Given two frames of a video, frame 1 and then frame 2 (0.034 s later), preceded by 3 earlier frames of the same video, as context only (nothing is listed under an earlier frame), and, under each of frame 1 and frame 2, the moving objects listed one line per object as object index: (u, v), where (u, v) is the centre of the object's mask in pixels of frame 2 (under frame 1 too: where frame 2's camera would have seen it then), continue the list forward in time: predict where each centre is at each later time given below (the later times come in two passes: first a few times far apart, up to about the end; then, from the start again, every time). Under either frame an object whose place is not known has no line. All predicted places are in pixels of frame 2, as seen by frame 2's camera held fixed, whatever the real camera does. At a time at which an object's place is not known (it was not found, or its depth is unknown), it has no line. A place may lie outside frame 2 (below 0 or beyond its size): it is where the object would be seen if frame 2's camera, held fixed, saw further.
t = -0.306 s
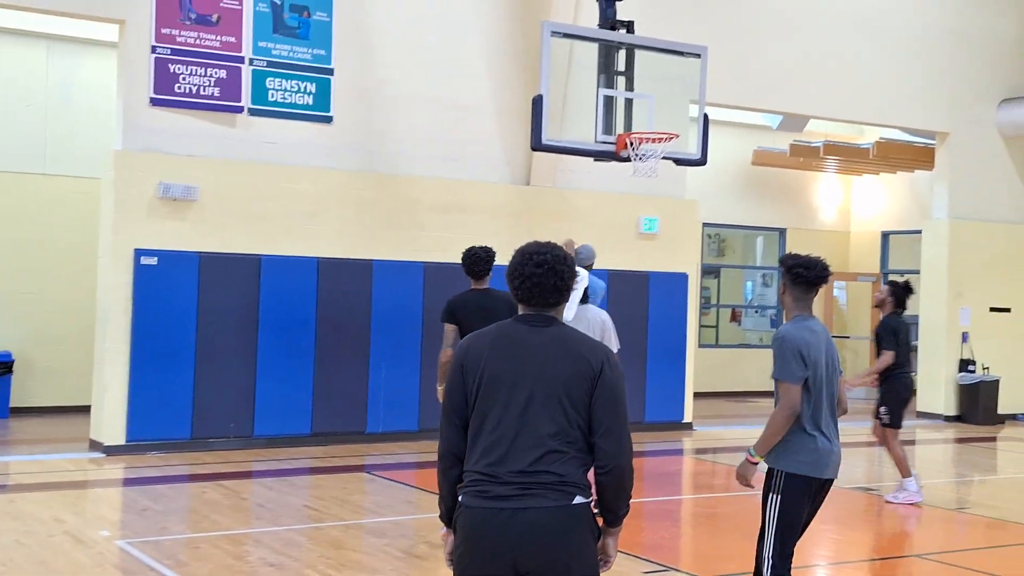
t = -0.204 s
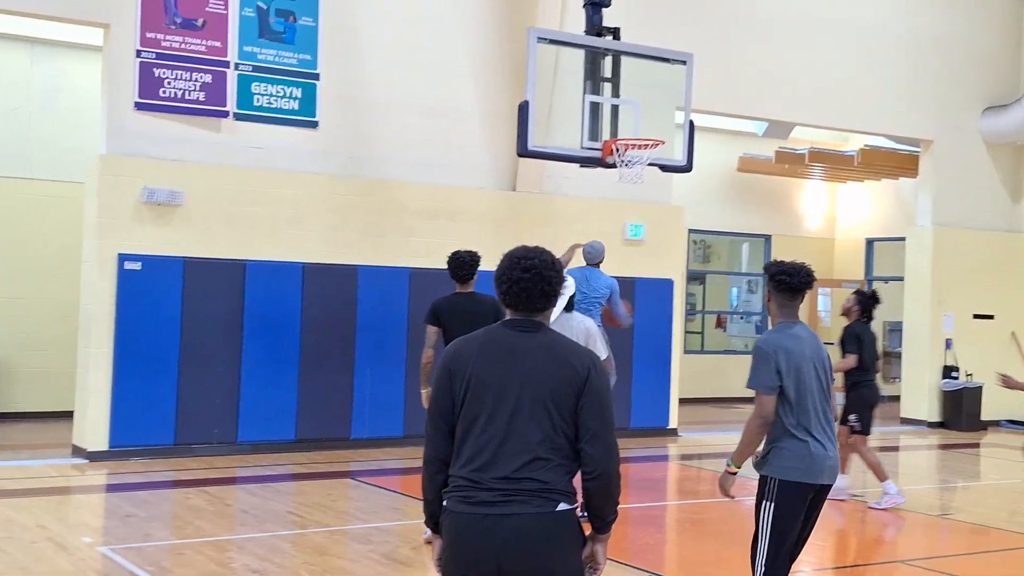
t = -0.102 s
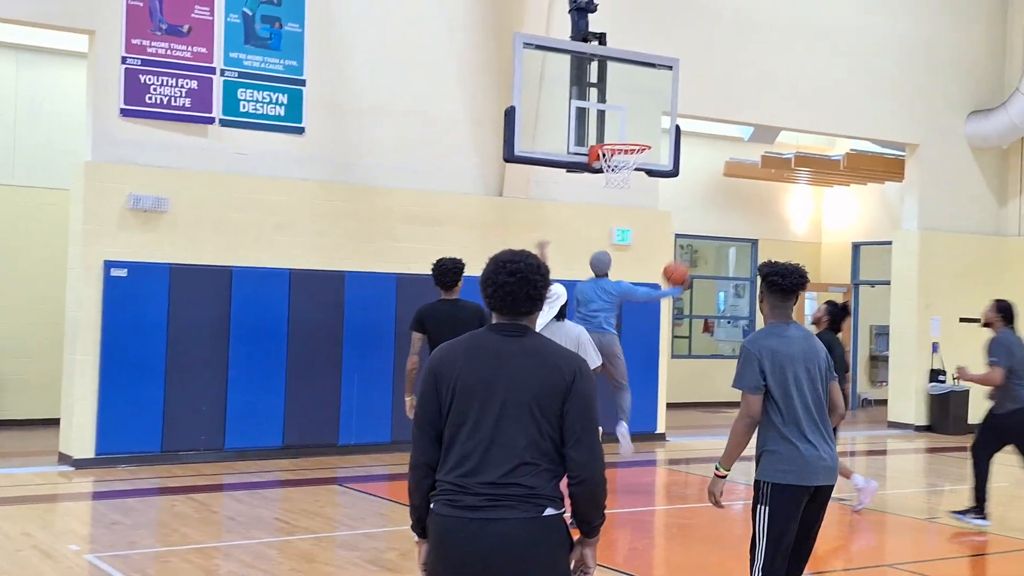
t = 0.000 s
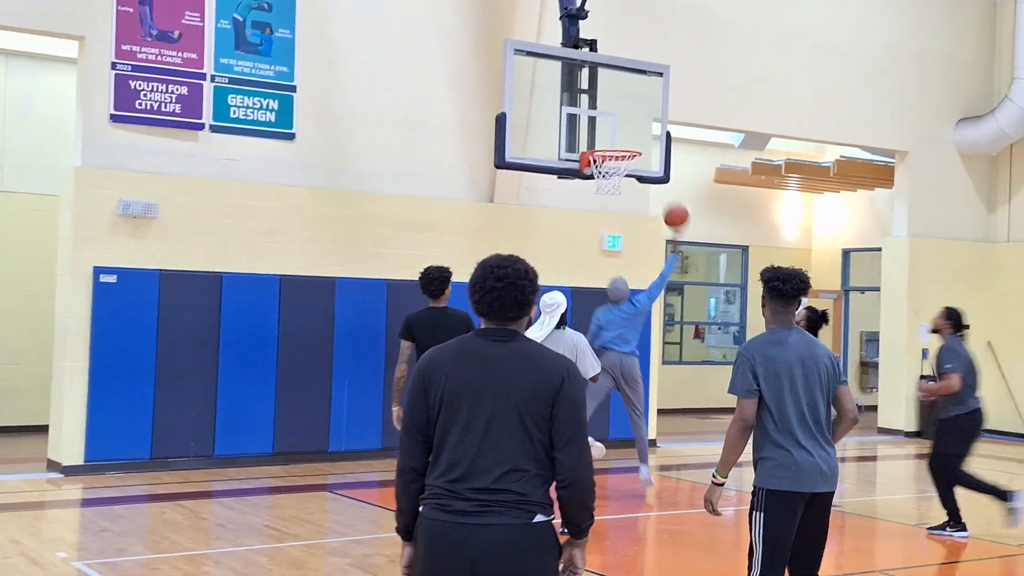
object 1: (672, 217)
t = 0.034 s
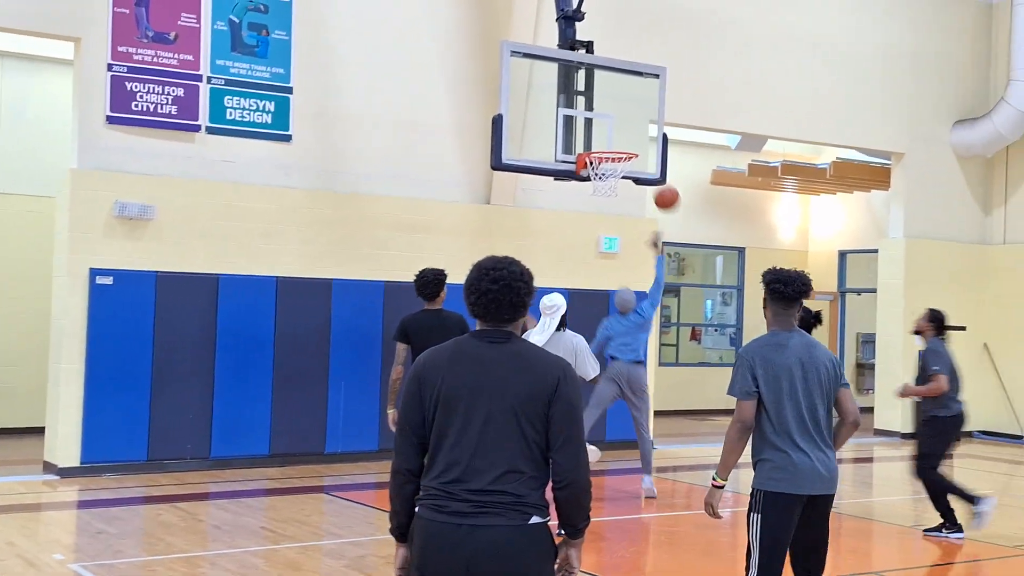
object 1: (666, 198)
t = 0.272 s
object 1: (623, 90)
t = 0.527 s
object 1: (603, 73)
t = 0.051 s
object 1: (663, 188)
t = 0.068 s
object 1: (660, 178)
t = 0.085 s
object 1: (657, 170)
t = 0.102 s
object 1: (654, 161)
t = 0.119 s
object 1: (652, 151)
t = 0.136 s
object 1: (648, 144)
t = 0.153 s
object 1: (645, 136)
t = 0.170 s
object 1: (641, 128)
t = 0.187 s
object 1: (639, 121)
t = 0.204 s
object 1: (636, 115)
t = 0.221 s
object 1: (633, 108)
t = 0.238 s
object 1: (630, 102)
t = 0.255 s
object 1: (627, 96)
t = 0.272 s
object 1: (623, 90)
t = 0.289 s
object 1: (621, 84)
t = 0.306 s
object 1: (618, 80)
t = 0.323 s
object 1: (617, 78)
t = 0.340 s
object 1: (616, 76)
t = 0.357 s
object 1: (615, 74)
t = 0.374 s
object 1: (614, 73)
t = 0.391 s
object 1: (613, 71)
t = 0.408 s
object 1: (612, 71)
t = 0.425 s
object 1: (610, 70)
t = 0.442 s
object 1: (609, 70)
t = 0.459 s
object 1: (608, 70)
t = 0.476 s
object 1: (607, 70)
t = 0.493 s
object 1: (606, 71)
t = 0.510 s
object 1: (604, 72)
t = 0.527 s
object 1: (603, 73)
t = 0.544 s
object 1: (602, 75)
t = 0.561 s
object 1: (601, 77)
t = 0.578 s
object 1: (599, 79)
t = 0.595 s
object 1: (598, 81)
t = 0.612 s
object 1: (596, 84)
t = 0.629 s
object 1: (595, 88)
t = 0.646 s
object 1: (594, 91)
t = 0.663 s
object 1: (592, 96)
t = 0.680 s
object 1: (591, 99)
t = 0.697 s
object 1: (590, 104)
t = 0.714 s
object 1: (588, 109)
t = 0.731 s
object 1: (587, 114)
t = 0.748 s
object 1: (586, 120)
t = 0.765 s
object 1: (584, 127)
